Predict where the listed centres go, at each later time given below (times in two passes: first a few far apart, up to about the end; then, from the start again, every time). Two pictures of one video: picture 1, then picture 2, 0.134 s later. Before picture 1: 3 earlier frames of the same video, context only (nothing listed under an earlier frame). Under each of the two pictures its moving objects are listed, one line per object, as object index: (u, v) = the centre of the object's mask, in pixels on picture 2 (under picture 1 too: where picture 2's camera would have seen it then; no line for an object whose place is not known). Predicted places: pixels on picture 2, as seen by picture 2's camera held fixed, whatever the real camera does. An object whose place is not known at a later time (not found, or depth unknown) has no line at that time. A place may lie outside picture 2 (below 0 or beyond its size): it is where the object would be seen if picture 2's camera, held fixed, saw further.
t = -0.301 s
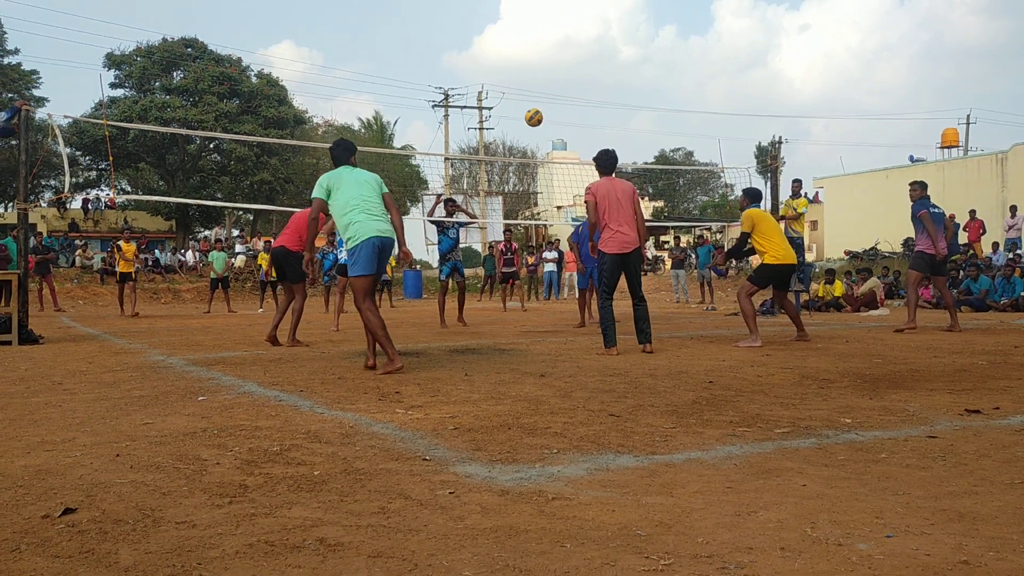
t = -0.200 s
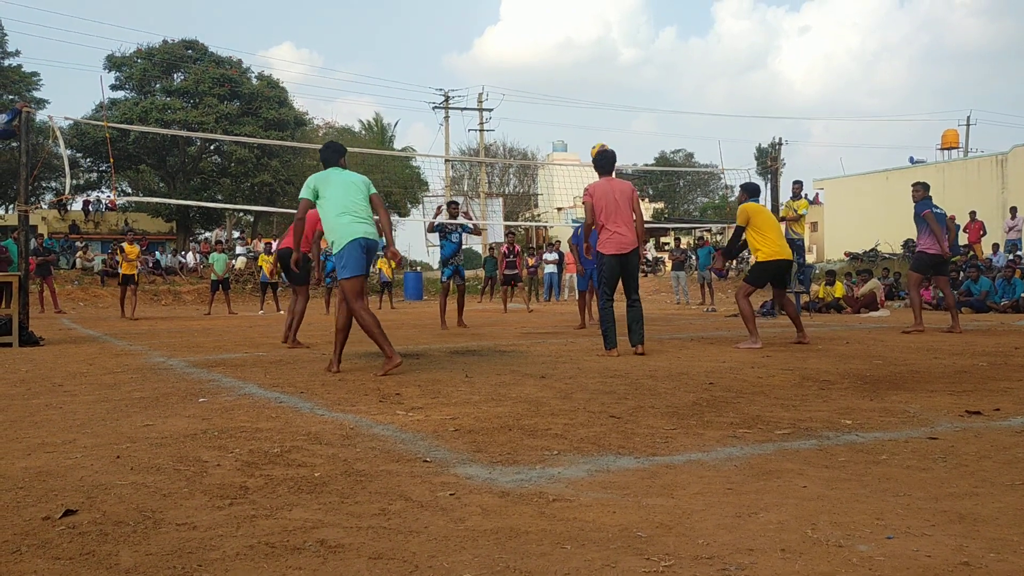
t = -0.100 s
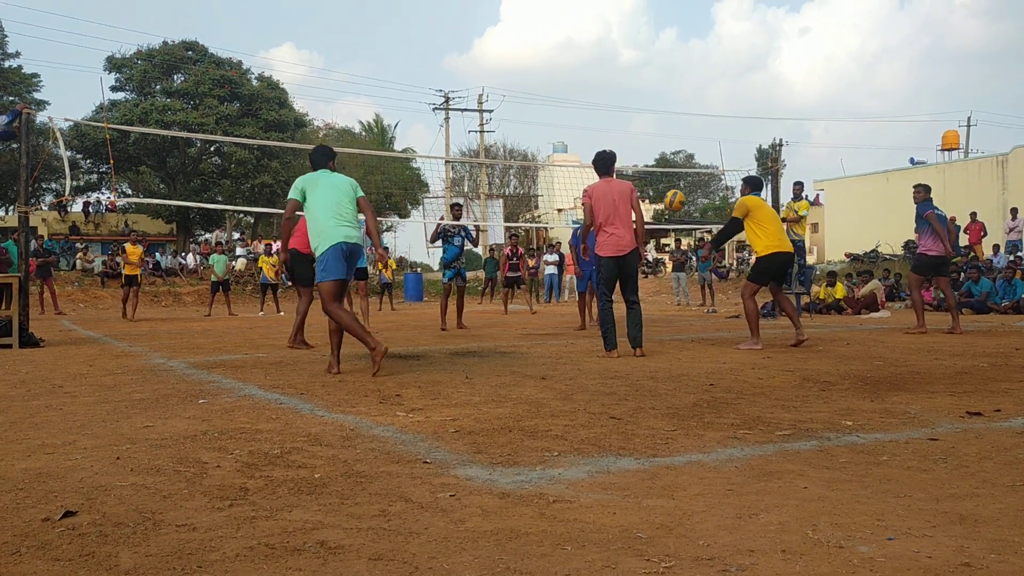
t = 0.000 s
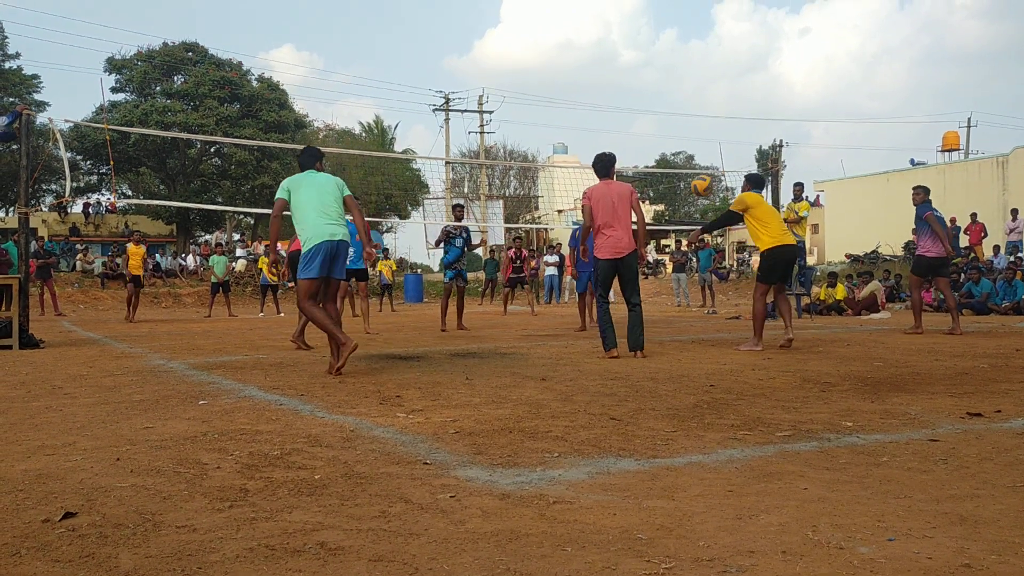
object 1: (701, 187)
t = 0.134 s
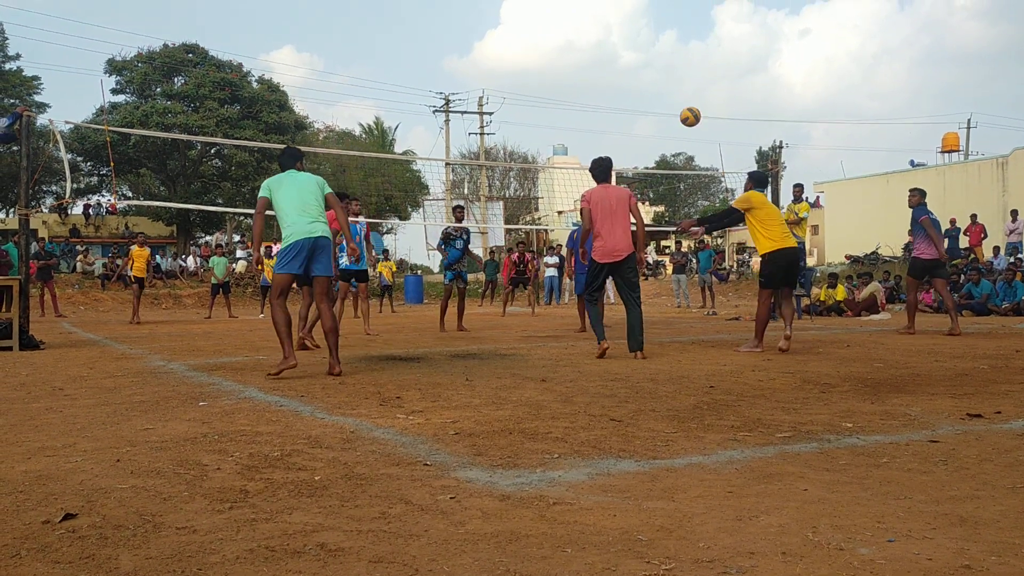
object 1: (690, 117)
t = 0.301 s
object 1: (678, 60)
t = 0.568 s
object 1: (662, 28)
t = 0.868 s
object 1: (649, 63)
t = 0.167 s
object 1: (687, 103)
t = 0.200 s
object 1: (685, 90)
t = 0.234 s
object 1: (682, 79)
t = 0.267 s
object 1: (680, 68)
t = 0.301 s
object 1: (678, 60)
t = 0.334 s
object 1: (676, 52)
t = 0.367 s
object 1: (673, 46)
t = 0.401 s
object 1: (672, 40)
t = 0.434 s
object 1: (670, 36)
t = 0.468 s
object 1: (668, 32)
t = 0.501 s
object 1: (666, 30)
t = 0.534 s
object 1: (664, 28)
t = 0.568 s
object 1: (662, 28)
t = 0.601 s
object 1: (661, 29)
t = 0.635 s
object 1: (659, 30)
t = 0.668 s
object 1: (657, 33)
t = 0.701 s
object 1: (656, 35)
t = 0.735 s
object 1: (654, 39)
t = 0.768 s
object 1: (653, 44)
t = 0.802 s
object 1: (652, 49)
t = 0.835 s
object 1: (650, 56)
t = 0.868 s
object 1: (649, 63)
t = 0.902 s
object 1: (648, 70)
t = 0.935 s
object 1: (646, 78)
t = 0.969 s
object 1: (645, 87)
